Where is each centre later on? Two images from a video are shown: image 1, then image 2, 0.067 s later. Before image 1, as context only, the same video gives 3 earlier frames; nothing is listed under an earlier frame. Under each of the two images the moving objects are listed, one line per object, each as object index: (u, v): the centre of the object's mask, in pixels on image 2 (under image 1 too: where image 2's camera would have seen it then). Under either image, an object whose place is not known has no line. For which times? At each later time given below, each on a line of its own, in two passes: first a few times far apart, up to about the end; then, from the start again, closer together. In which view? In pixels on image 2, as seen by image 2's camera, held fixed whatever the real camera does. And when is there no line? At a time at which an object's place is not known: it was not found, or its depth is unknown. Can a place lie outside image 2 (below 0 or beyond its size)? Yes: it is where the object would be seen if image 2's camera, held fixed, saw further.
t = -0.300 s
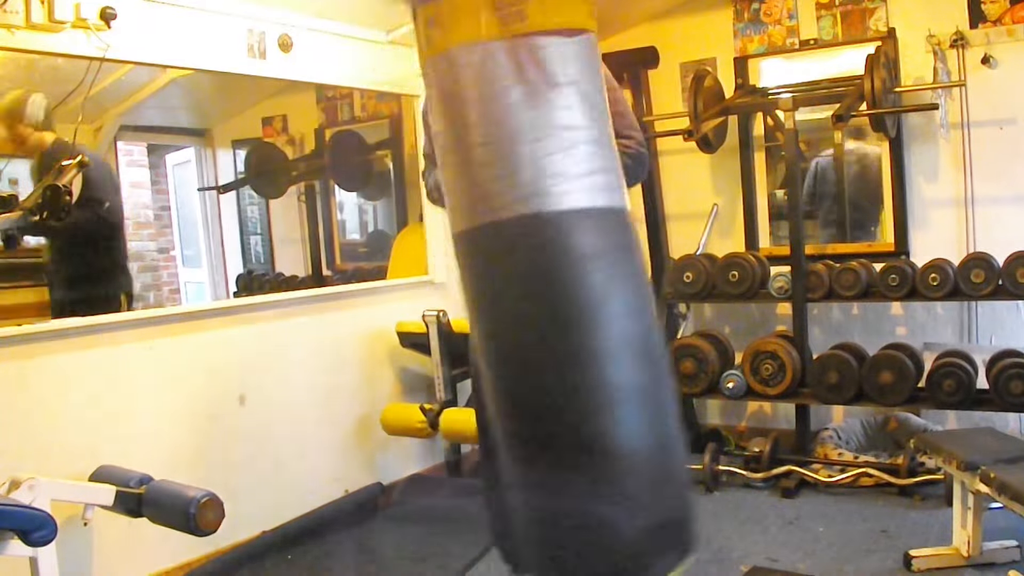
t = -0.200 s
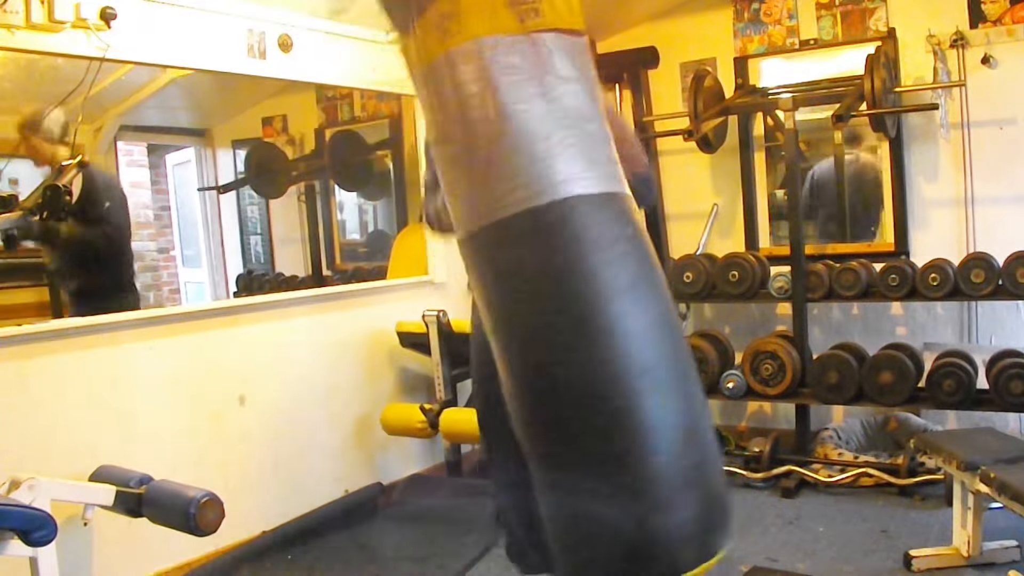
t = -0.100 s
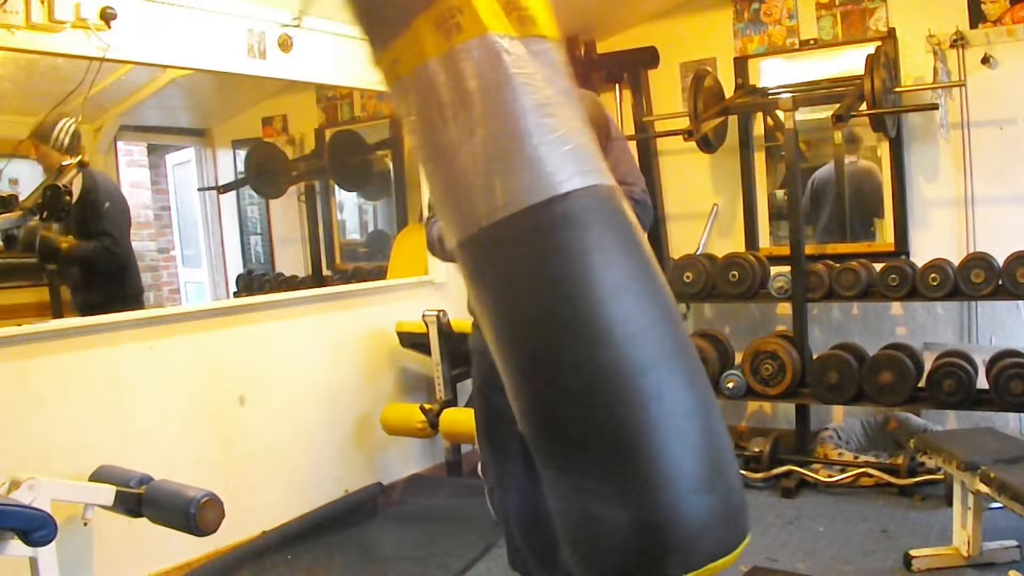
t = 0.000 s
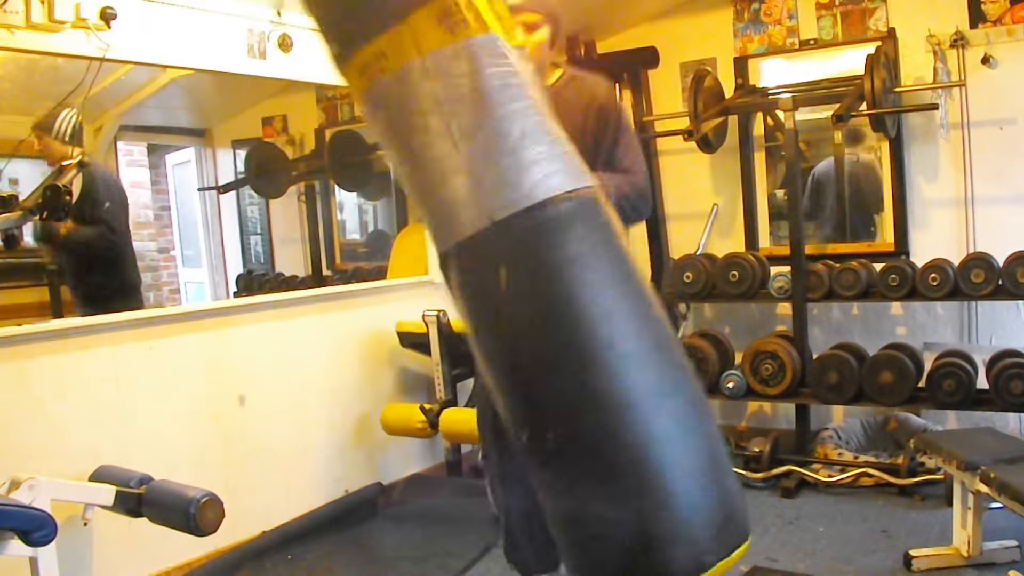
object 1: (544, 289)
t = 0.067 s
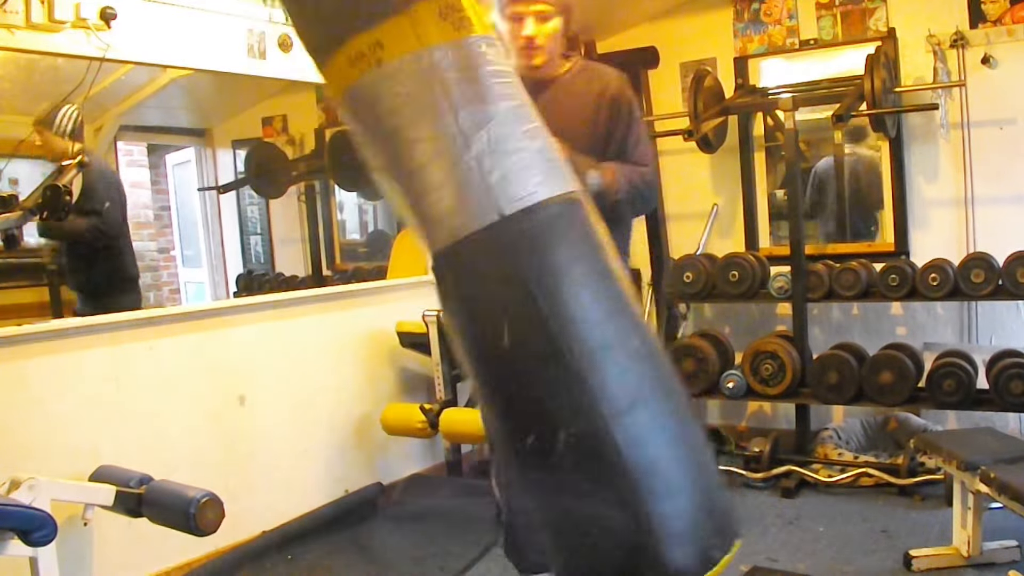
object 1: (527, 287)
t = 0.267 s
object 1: (451, 290)
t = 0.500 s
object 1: (363, 284)
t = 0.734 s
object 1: (318, 284)
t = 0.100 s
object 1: (518, 291)
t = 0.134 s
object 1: (503, 286)
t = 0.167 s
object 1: (496, 291)
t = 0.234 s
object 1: (466, 291)
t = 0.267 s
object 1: (451, 290)
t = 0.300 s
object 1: (437, 290)
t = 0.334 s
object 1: (421, 290)
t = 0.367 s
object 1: (408, 289)
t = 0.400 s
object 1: (395, 287)
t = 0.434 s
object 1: (384, 287)
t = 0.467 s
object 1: (371, 284)
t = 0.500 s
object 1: (363, 284)
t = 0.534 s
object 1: (352, 283)
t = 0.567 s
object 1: (346, 284)
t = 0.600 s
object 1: (340, 284)
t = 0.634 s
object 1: (334, 285)
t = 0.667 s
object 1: (327, 283)
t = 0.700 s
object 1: (323, 285)
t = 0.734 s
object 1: (318, 284)
